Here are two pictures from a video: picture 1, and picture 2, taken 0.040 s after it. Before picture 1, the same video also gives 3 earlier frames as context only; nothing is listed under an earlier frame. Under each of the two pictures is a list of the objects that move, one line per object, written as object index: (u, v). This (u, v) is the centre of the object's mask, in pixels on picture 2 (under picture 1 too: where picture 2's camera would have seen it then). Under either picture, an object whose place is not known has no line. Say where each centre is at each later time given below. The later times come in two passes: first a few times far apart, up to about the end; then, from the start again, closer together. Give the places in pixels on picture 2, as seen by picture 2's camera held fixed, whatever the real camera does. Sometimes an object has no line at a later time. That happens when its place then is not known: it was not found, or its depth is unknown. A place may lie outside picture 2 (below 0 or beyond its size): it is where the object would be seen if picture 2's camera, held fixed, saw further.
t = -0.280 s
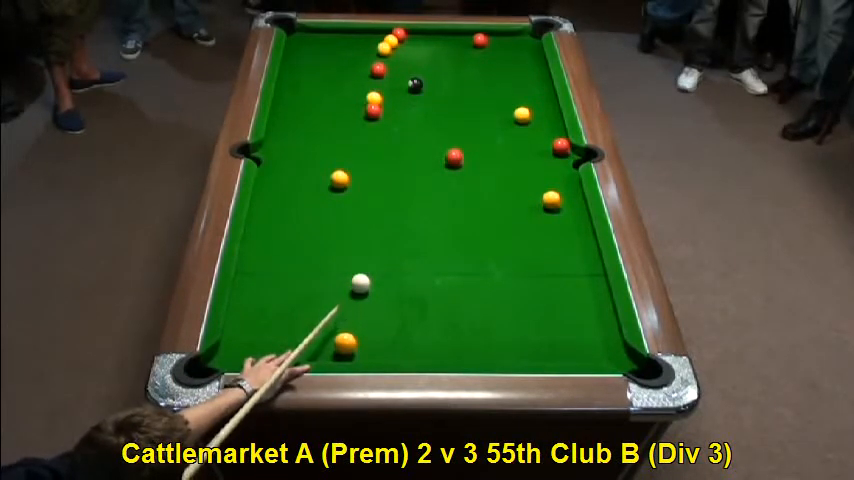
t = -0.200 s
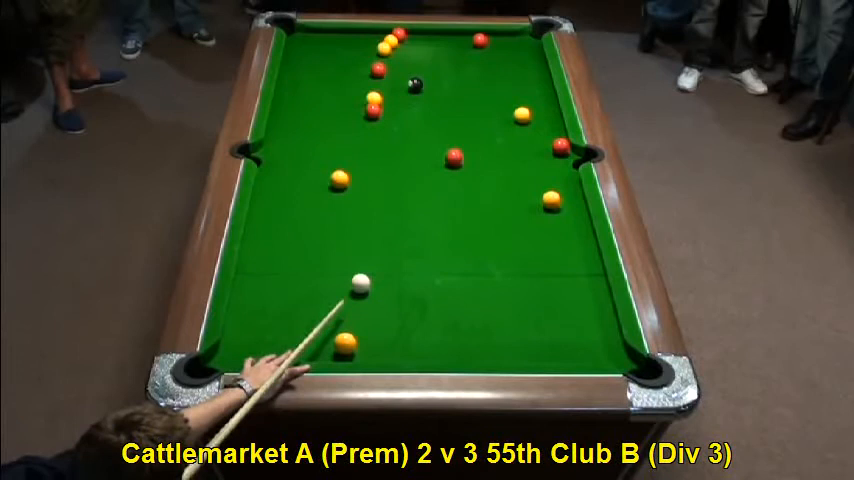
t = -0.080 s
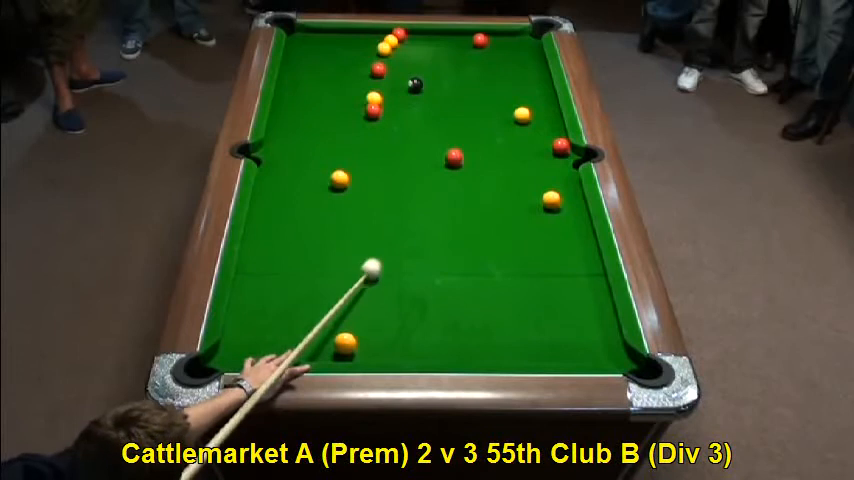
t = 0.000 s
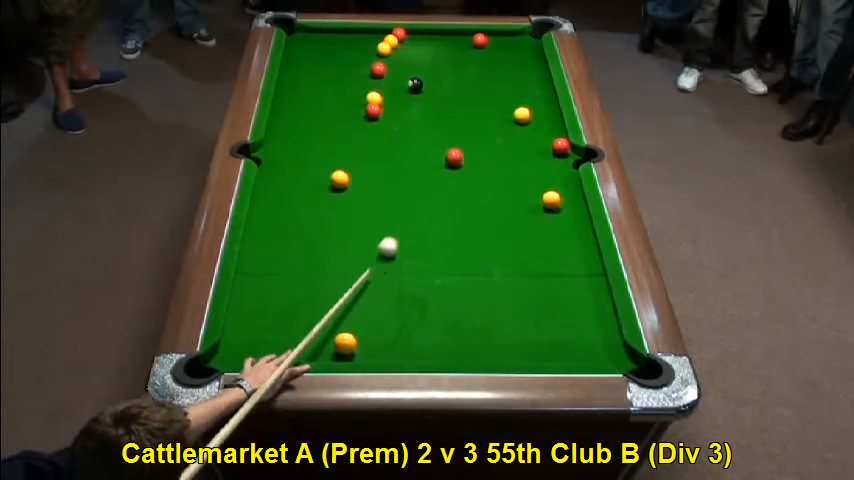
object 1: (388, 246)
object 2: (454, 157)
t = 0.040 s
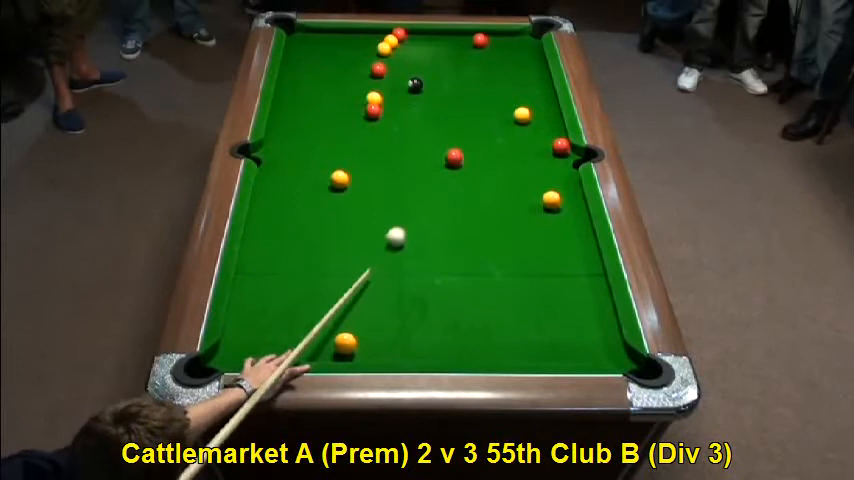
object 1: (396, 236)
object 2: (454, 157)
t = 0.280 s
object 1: (438, 181)
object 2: (454, 157)
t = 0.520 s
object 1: (459, 163)
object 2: (466, 135)
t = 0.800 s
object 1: (475, 155)
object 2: (481, 106)
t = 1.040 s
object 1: (488, 149)
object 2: (491, 85)
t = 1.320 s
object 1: (500, 142)
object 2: (503, 62)
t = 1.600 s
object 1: (510, 137)
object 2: (513, 43)
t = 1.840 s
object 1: (517, 134)
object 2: (523, 36)
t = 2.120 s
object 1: (522, 132)
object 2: (535, 47)
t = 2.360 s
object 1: (525, 130)
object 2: (528, 54)
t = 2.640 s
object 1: (526, 128)
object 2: (522, 61)
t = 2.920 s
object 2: (516, 66)
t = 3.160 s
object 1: (526, 129)
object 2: (512, 74)
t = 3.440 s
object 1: (526, 129)
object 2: (507, 79)
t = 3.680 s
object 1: (526, 129)
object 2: (504, 83)
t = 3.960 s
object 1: (526, 129)
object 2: (500, 86)
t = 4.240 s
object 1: (526, 129)
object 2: (497, 89)
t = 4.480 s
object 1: (526, 129)
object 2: (495, 90)
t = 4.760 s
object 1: (526, 129)
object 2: (495, 91)
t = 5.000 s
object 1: (526, 129)
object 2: (495, 91)
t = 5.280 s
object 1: (526, 129)
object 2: (495, 91)
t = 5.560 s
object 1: (526, 129)
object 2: (495, 91)
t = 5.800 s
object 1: (526, 129)
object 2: (495, 91)
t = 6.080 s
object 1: (526, 129)
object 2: (495, 91)
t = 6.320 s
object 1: (526, 129)
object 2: (495, 91)
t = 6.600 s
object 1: (526, 129)
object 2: (495, 91)
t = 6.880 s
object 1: (526, 129)
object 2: (495, 91)
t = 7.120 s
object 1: (526, 129)
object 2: (495, 91)
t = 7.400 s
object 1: (526, 129)
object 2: (495, 91)
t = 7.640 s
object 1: (526, 129)
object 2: (495, 91)
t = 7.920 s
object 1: (526, 129)
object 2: (495, 91)
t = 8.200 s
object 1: (526, 129)
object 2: (495, 91)
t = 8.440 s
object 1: (526, 129)
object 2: (495, 91)
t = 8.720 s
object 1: (526, 129)
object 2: (495, 91)
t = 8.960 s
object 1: (526, 129)
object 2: (495, 91)
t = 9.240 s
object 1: (526, 129)
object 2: (495, 91)
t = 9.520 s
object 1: (526, 129)
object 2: (495, 91)
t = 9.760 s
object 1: (526, 129)
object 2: (495, 91)
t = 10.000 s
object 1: (526, 129)
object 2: (495, 91)
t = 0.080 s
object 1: (404, 226)
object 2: (454, 157)
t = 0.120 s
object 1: (411, 217)
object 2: (454, 157)
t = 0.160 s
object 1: (418, 207)
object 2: (454, 157)
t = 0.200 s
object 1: (425, 198)
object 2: (454, 157)
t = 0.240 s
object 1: (431, 189)
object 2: (454, 157)
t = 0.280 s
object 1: (438, 181)
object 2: (454, 157)
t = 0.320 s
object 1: (444, 172)
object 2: (455, 157)
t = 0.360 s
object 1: (450, 166)
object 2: (456, 154)
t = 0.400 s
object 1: (451, 166)
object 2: (458, 150)
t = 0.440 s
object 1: (454, 166)
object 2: (461, 144)
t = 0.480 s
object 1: (456, 164)
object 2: (463, 140)
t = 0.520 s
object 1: (459, 163)
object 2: (466, 135)
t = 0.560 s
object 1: (461, 162)
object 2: (468, 131)
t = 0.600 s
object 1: (464, 161)
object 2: (470, 126)
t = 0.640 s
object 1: (466, 159)
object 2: (472, 122)
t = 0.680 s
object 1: (469, 158)
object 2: (474, 118)
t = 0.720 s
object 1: (471, 157)
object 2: (477, 114)
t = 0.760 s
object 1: (473, 156)
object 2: (479, 110)
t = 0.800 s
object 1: (475, 155)
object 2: (481, 106)
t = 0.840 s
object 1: (477, 154)
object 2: (482, 102)
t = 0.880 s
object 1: (480, 152)
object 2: (484, 99)
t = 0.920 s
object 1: (481, 152)
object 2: (486, 95)
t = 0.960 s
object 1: (483, 151)
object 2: (488, 92)
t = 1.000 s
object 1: (486, 149)
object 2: (489, 88)
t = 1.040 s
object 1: (488, 149)
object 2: (491, 85)
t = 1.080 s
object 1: (490, 147)
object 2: (493, 81)
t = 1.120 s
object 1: (491, 147)
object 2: (495, 78)
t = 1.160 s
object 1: (493, 146)
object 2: (497, 74)
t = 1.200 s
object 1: (495, 145)
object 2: (498, 72)
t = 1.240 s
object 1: (497, 144)
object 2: (500, 69)
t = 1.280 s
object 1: (498, 143)
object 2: (501, 65)
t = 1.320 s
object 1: (500, 142)
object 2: (503, 62)
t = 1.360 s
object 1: (502, 142)
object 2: (504, 60)
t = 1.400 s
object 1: (503, 141)
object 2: (505, 57)
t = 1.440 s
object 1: (504, 140)
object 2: (507, 54)
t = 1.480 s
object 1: (506, 139)
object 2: (509, 51)
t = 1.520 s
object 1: (507, 139)
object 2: (510, 48)
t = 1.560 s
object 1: (508, 138)
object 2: (511, 46)
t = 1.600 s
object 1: (510, 137)
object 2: (513, 43)
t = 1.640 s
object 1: (511, 137)
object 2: (514, 40)
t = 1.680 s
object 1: (512, 136)
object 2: (515, 38)
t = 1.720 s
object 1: (513, 136)
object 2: (516, 35)
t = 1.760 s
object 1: (514, 136)
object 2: (518, 33)
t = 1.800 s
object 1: (516, 135)
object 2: (520, 35)
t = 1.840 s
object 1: (517, 134)
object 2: (523, 36)
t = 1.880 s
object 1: (518, 134)
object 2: (526, 39)
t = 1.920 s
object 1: (519, 134)
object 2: (529, 39)
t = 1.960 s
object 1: (520, 133)
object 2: (531, 41)
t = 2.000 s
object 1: (520, 133)
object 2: (534, 43)
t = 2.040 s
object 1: (521, 132)
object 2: (536, 45)
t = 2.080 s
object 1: (522, 132)
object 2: (535, 46)
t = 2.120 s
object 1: (522, 132)
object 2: (535, 47)
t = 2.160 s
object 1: (523, 131)
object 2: (534, 48)
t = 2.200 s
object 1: (523, 131)
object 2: (533, 49)
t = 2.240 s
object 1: (524, 130)
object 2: (532, 50)
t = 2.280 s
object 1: (525, 130)
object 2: (531, 51)
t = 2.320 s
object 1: (525, 130)
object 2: (529, 53)
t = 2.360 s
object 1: (525, 130)
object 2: (528, 54)
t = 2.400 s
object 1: (525, 129)
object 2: (527, 55)
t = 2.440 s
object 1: (526, 129)
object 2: (527, 56)
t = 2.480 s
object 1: (526, 129)
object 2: (525, 57)
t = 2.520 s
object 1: (526, 129)
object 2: (524, 59)
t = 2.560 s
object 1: (526, 129)
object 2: (523, 59)
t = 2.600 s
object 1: (526, 129)
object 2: (522, 60)
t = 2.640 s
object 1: (526, 128)
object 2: (522, 61)
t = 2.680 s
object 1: (526, 129)
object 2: (521, 62)
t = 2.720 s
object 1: (526, 129)
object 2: (520, 63)
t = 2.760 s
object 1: (526, 129)
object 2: (519, 65)
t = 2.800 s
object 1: (531, 128)
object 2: (519, 65)
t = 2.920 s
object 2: (516, 66)
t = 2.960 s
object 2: (515, 69)
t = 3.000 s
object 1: (524, 127)
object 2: (514, 70)
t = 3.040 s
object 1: (526, 129)
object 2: (514, 71)
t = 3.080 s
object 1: (526, 129)
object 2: (513, 72)
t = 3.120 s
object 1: (526, 129)
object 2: (512, 73)
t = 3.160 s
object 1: (526, 129)
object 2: (512, 74)
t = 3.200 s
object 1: (526, 129)
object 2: (511, 75)
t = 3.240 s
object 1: (526, 129)
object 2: (510, 75)
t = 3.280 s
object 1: (526, 129)
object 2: (510, 76)
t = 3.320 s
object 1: (526, 129)
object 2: (509, 77)
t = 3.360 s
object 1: (526, 129)
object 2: (508, 78)
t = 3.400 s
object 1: (526, 129)
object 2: (507, 78)
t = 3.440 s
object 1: (526, 129)
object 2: (507, 79)
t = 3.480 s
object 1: (526, 129)
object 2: (506, 80)
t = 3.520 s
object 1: (526, 129)
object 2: (506, 80)
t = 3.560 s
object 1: (526, 129)
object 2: (505, 81)
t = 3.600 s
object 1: (526, 129)
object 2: (504, 82)
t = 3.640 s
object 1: (526, 129)
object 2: (504, 82)
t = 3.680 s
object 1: (526, 129)
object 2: (504, 83)
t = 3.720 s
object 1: (526, 129)
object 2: (503, 84)
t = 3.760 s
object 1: (526, 129)
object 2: (502, 84)
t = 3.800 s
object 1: (526, 129)
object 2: (502, 85)
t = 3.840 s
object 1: (526, 129)
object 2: (501, 85)
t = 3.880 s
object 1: (526, 129)
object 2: (501, 86)
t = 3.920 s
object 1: (526, 129)
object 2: (500, 86)
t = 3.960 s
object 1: (526, 129)
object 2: (500, 86)
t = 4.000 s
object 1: (526, 129)
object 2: (499, 87)
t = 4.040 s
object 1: (526, 129)
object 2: (499, 87)
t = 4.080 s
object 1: (526, 129)
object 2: (499, 88)
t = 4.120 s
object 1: (526, 129)
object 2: (498, 88)
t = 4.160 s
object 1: (526, 129)
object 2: (497, 88)
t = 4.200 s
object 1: (526, 129)
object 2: (497, 89)
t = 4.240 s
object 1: (526, 129)
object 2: (497, 89)
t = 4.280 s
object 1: (526, 129)
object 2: (497, 89)
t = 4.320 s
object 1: (526, 129)
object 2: (496, 89)
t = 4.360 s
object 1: (526, 129)
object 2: (496, 90)
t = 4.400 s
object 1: (526, 129)
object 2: (496, 90)
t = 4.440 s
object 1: (526, 129)
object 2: (496, 90)
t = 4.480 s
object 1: (526, 129)
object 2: (495, 90)
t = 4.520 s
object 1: (526, 129)
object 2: (495, 90)
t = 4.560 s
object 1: (526, 129)
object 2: (495, 91)
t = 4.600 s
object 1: (526, 129)
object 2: (495, 91)
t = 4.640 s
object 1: (526, 129)
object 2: (495, 91)
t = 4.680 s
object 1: (526, 129)
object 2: (495, 91)
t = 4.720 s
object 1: (526, 129)
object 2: (495, 91)
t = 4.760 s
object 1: (526, 129)
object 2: (495, 91)
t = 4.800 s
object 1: (526, 129)
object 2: (495, 91)
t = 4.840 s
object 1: (526, 129)
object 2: (495, 91)
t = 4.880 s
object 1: (526, 129)
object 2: (495, 91)
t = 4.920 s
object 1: (526, 129)
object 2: (495, 91)
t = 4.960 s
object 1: (526, 129)
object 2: (495, 91)
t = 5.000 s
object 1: (526, 129)
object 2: (495, 91)
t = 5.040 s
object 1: (526, 129)
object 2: (495, 91)
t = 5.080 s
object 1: (526, 129)
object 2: (495, 91)
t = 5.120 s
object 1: (526, 129)
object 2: (495, 91)
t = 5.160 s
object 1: (526, 129)
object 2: (495, 91)
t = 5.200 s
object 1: (526, 129)
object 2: (495, 91)
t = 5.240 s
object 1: (526, 129)
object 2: (495, 91)
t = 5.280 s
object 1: (526, 129)
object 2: (495, 91)
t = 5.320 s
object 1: (526, 129)
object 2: (495, 91)
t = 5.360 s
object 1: (526, 129)
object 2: (495, 91)
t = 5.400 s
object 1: (526, 129)
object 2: (495, 91)
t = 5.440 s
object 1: (526, 129)
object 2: (495, 91)
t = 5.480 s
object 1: (526, 129)
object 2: (495, 91)
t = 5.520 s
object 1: (526, 129)
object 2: (495, 91)
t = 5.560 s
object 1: (526, 129)
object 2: (495, 91)
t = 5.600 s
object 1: (526, 129)
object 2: (495, 91)
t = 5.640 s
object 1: (526, 129)
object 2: (495, 91)
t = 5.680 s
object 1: (526, 129)
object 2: (495, 91)
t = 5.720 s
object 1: (526, 129)
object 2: (495, 91)
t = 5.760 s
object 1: (526, 129)
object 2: (495, 91)
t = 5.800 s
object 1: (526, 129)
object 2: (495, 91)
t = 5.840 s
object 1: (526, 129)
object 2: (495, 91)
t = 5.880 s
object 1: (526, 129)
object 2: (495, 91)
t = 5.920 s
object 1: (526, 129)
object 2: (495, 91)
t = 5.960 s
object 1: (526, 129)
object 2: (495, 91)
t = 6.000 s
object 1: (526, 129)
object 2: (495, 91)
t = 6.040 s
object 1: (526, 129)
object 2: (495, 91)
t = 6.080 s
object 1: (526, 129)
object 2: (495, 91)
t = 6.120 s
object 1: (526, 129)
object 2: (495, 91)
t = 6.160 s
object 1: (526, 129)
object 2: (495, 91)
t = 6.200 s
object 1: (526, 129)
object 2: (495, 91)
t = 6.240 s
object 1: (526, 129)
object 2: (495, 91)
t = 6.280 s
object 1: (526, 129)
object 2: (495, 91)
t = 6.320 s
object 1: (526, 129)
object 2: (495, 91)
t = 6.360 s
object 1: (526, 129)
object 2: (495, 91)
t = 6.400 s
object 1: (526, 129)
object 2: (495, 91)
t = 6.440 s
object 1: (526, 129)
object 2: (495, 91)
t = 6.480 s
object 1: (526, 129)
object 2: (495, 91)
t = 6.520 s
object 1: (526, 129)
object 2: (495, 91)
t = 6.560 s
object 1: (526, 129)
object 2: (495, 91)
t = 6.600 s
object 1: (526, 129)
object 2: (495, 91)
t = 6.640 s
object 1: (526, 129)
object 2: (495, 91)
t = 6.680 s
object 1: (526, 129)
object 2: (495, 91)
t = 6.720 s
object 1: (526, 129)
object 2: (495, 91)
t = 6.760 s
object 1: (526, 129)
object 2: (495, 91)
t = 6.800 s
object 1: (526, 129)
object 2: (495, 91)
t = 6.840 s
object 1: (526, 129)
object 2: (495, 91)
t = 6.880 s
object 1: (526, 129)
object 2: (495, 91)
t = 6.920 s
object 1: (526, 129)
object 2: (495, 91)
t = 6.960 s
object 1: (526, 129)
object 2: (495, 91)
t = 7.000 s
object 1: (526, 129)
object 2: (495, 91)
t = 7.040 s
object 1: (526, 129)
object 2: (495, 91)
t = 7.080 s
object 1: (526, 129)
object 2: (495, 91)
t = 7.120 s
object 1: (526, 129)
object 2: (495, 91)
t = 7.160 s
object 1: (526, 129)
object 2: (495, 91)
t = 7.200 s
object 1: (526, 129)
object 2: (495, 91)
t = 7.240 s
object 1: (526, 129)
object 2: (495, 91)
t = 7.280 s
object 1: (526, 129)
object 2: (495, 91)
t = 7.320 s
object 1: (526, 129)
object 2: (495, 91)
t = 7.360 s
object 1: (526, 129)
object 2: (495, 91)
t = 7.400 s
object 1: (526, 129)
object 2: (495, 91)
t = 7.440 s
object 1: (526, 129)
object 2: (495, 91)
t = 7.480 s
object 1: (526, 129)
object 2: (495, 91)
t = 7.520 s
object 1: (526, 129)
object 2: (495, 91)
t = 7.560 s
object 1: (526, 129)
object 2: (495, 91)
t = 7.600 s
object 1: (526, 129)
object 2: (495, 91)
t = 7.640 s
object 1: (526, 129)
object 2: (495, 91)
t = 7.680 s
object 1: (526, 129)
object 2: (495, 91)
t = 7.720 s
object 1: (526, 129)
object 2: (495, 91)
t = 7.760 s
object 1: (526, 129)
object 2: (495, 91)
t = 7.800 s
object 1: (526, 129)
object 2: (495, 91)
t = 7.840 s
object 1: (526, 129)
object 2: (495, 91)
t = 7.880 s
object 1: (526, 129)
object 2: (495, 91)
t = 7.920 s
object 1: (526, 129)
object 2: (495, 91)
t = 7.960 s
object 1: (526, 129)
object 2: (495, 91)
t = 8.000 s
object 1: (526, 129)
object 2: (495, 91)
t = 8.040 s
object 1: (526, 129)
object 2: (495, 91)
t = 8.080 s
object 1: (526, 129)
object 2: (495, 91)
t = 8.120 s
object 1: (526, 129)
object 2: (495, 91)
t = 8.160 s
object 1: (526, 129)
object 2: (495, 91)
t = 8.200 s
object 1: (526, 129)
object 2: (495, 91)
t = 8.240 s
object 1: (526, 129)
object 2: (495, 91)
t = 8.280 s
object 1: (526, 129)
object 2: (495, 91)
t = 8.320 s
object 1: (526, 129)
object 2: (495, 91)
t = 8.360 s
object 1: (526, 129)
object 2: (495, 91)
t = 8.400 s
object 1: (526, 129)
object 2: (495, 91)
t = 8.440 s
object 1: (526, 129)
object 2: (495, 91)
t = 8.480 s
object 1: (526, 129)
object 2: (495, 91)
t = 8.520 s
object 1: (526, 129)
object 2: (495, 91)
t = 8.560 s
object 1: (526, 129)
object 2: (495, 91)
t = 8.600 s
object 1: (526, 129)
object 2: (495, 91)
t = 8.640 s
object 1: (526, 129)
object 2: (495, 91)
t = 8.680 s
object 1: (526, 129)
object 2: (495, 91)
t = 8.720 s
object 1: (526, 129)
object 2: (495, 91)
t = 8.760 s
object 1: (526, 129)
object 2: (495, 91)
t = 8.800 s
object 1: (526, 129)
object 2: (495, 91)
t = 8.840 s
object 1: (526, 129)
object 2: (495, 91)
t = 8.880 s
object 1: (526, 129)
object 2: (495, 91)
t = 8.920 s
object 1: (526, 129)
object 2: (495, 91)
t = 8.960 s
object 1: (526, 129)
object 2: (495, 91)
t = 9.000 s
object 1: (526, 129)
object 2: (495, 91)
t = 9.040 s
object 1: (526, 129)
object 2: (495, 91)
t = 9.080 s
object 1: (526, 129)
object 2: (495, 91)
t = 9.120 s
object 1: (526, 129)
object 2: (495, 91)
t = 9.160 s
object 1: (526, 129)
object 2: (495, 91)
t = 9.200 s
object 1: (526, 129)
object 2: (495, 91)
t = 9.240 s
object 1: (526, 129)
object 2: (495, 91)
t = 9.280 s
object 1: (526, 129)
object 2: (495, 91)
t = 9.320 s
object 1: (526, 129)
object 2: (495, 91)
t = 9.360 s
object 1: (526, 129)
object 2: (495, 91)
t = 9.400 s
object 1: (526, 129)
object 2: (495, 91)
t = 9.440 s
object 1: (526, 129)
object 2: (495, 91)
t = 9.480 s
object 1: (526, 129)
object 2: (495, 91)
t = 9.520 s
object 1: (526, 129)
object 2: (495, 91)
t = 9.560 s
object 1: (526, 129)
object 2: (495, 91)
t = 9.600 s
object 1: (526, 129)
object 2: (495, 91)
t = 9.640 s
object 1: (526, 129)
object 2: (495, 91)
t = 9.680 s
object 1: (526, 129)
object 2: (495, 91)
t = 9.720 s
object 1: (526, 129)
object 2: (495, 91)
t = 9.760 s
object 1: (526, 129)
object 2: (495, 91)
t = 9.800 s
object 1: (526, 129)
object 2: (495, 91)
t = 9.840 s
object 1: (526, 129)
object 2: (495, 91)
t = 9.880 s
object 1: (526, 129)
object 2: (495, 91)
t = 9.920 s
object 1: (526, 129)
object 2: (495, 91)
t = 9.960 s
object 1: (526, 129)
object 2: (495, 91)
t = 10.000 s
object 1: (526, 129)
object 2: (495, 91)
